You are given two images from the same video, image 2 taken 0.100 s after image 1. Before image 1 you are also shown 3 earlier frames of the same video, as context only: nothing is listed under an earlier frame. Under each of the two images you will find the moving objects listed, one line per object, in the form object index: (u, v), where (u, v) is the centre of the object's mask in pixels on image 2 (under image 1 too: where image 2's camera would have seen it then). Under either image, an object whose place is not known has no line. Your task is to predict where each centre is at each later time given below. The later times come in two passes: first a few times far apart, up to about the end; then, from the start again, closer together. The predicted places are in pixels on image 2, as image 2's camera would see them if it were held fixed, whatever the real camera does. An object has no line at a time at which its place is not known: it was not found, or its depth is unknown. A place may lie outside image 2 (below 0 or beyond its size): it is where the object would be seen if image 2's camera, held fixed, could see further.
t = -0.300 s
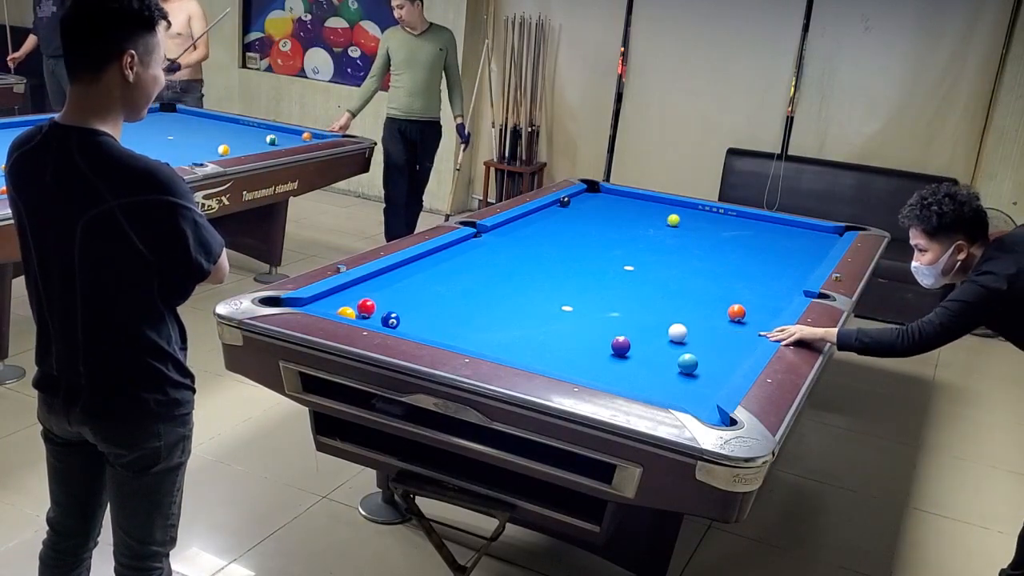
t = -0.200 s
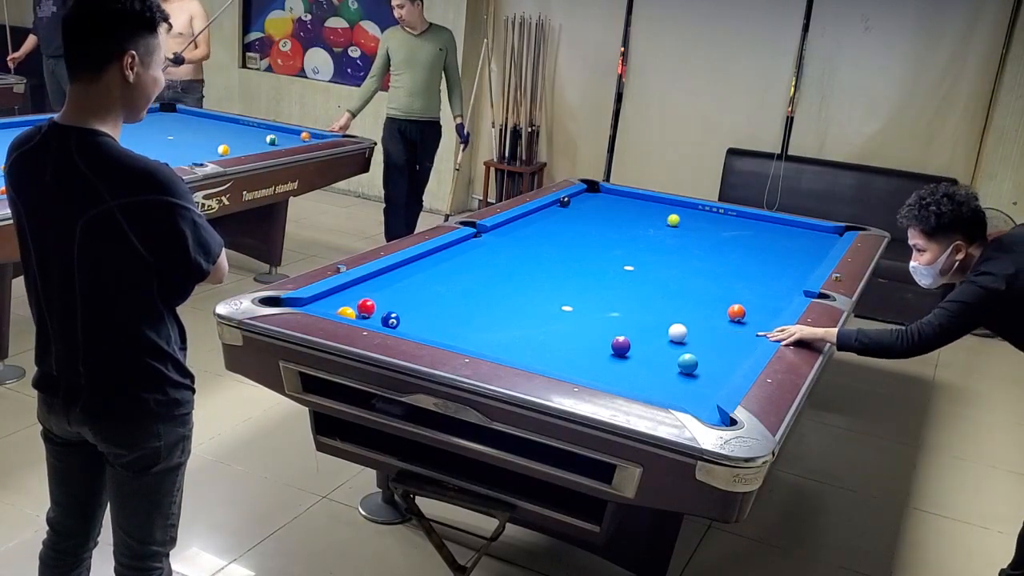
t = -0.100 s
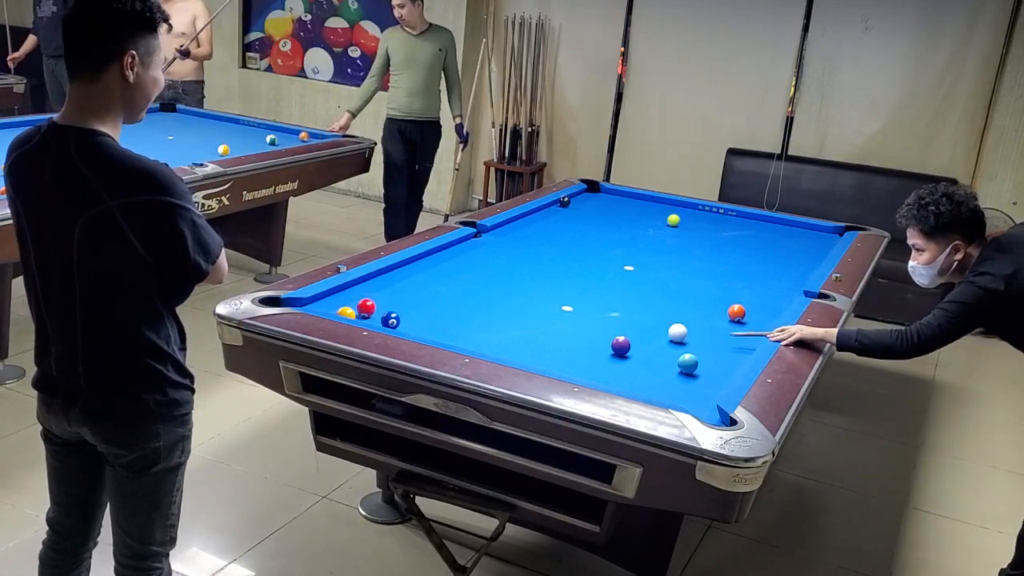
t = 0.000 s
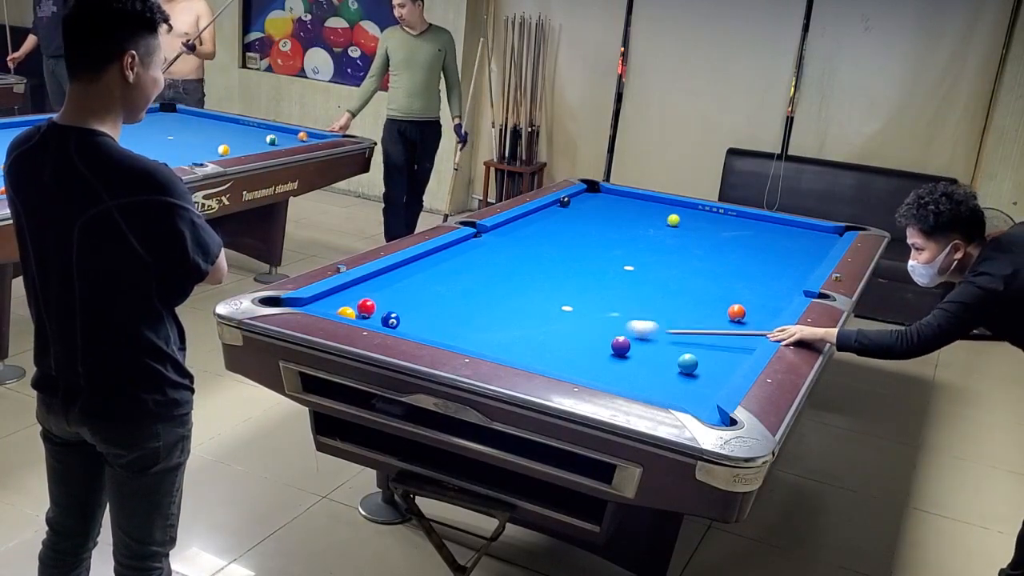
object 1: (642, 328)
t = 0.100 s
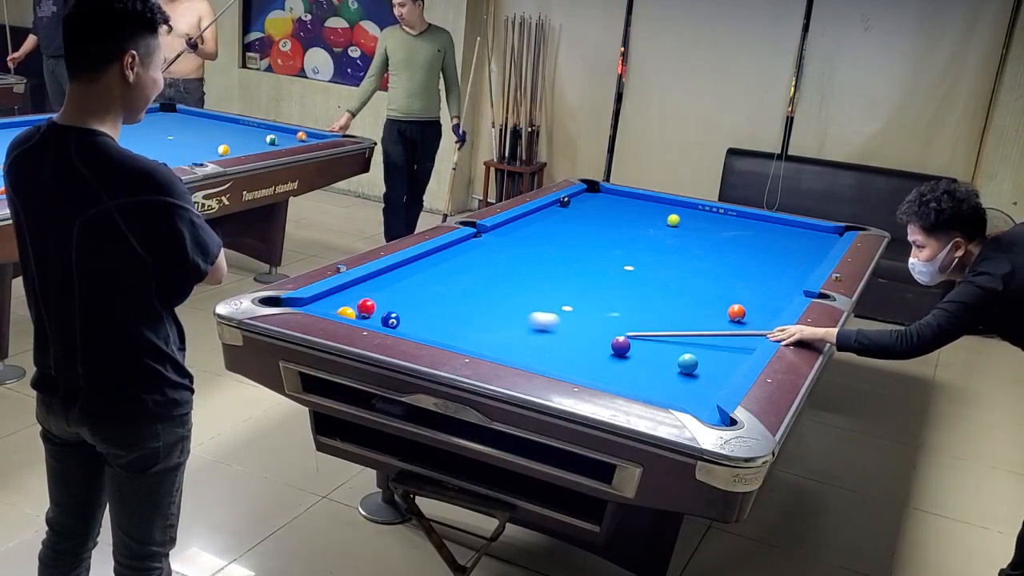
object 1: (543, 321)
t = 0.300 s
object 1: (383, 306)
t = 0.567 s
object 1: (354, 294)
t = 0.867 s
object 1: (364, 294)
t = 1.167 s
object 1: (391, 299)
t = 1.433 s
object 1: (414, 303)
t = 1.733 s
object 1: (438, 307)
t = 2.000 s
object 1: (457, 310)
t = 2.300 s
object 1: (478, 314)
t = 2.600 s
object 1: (497, 318)
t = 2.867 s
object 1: (512, 320)
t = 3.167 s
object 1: (528, 323)
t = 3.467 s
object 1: (542, 325)
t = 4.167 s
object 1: (570, 329)
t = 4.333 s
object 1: (572, 330)
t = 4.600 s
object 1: (577, 331)
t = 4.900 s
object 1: (582, 332)
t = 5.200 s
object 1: (584, 332)
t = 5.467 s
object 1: (584, 332)
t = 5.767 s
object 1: (584, 333)
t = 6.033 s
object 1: (584, 333)
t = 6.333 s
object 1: (584, 332)
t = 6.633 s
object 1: (584, 332)
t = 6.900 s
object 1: (584, 332)
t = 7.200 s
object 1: (584, 332)
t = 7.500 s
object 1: (584, 332)
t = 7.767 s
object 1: (584, 332)
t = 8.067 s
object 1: (584, 332)
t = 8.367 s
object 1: (584, 332)
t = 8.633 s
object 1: (584, 332)
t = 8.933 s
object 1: (584, 332)
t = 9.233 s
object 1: (584, 332)
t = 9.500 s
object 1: (584, 332)
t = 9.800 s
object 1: (584, 332)
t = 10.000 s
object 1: (584, 332)
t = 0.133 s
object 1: (512, 318)
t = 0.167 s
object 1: (482, 316)
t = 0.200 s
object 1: (453, 313)
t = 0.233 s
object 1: (424, 311)
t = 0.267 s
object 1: (396, 307)
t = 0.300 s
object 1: (383, 306)
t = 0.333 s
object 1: (382, 305)
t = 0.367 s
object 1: (380, 304)
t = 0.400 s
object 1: (377, 302)
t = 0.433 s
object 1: (374, 300)
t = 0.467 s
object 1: (369, 298)
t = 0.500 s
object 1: (364, 297)
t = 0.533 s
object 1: (359, 296)
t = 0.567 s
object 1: (354, 294)
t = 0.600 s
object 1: (348, 292)
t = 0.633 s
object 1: (343, 291)
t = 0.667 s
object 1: (345, 291)
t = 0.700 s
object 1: (348, 292)
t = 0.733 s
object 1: (352, 292)
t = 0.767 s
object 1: (355, 293)
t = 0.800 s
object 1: (358, 293)
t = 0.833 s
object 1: (361, 294)
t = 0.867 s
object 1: (364, 294)
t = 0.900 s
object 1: (367, 295)
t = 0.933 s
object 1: (370, 295)
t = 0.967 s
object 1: (373, 296)
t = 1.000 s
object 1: (376, 296)
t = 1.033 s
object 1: (380, 297)
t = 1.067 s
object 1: (383, 297)
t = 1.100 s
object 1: (385, 298)
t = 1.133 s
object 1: (388, 298)
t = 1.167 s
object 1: (391, 299)
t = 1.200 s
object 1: (394, 299)
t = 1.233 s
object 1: (397, 300)
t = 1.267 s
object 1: (400, 300)
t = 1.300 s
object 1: (403, 301)
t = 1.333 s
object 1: (406, 301)
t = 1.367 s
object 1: (409, 302)
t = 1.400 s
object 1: (411, 302)
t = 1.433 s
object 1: (414, 303)
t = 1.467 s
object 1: (417, 303)
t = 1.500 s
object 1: (419, 304)
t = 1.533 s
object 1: (422, 304)
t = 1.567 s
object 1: (425, 305)
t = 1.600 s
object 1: (428, 305)
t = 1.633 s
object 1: (430, 306)
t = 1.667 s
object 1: (433, 306)
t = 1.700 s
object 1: (435, 306)
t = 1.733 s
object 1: (438, 307)
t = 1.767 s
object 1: (440, 307)
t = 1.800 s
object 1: (443, 308)
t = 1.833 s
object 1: (445, 308)
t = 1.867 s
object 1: (448, 309)
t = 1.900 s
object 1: (450, 309)
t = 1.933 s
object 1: (453, 310)
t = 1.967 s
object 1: (455, 310)
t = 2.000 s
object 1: (457, 310)
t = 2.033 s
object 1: (460, 311)
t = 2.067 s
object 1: (462, 311)
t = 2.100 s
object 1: (465, 312)
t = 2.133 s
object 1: (467, 312)
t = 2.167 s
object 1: (469, 313)
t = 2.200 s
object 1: (471, 313)
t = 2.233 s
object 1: (474, 313)
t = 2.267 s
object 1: (476, 314)
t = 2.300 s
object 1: (478, 314)
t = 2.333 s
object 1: (480, 315)
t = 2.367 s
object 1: (482, 315)
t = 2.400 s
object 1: (484, 315)
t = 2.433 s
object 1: (487, 316)
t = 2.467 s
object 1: (489, 316)
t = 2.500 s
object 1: (491, 317)
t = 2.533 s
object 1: (493, 317)
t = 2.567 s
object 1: (495, 317)
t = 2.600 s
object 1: (497, 318)
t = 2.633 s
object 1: (499, 318)
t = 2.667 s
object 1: (501, 318)
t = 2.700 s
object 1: (503, 318)
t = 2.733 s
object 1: (505, 319)
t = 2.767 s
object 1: (507, 319)
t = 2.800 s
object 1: (509, 319)
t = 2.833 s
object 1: (511, 320)
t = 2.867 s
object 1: (512, 320)
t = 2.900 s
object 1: (514, 320)
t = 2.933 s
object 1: (516, 321)
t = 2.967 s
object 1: (518, 321)
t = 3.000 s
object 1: (520, 321)
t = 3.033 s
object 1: (522, 322)
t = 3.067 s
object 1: (523, 322)
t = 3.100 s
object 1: (525, 322)
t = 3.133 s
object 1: (527, 322)
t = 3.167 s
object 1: (528, 323)
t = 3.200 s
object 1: (530, 323)
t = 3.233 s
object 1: (531, 323)
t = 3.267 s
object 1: (533, 323)
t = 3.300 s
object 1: (534, 324)
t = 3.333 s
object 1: (536, 324)
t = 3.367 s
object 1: (537, 324)
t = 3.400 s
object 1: (539, 324)
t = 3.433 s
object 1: (540, 325)
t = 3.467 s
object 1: (542, 325)
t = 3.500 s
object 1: (543, 325)
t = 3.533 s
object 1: (545, 325)
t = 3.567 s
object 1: (546, 325)
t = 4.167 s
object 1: (570, 329)
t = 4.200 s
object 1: (569, 329)
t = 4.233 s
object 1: (570, 329)
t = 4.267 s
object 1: (570, 330)
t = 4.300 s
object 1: (571, 330)
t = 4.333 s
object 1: (572, 330)
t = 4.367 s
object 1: (572, 330)
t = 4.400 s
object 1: (573, 330)
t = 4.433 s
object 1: (574, 330)
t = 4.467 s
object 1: (575, 330)
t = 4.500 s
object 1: (575, 330)
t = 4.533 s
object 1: (576, 331)
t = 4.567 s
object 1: (576, 331)
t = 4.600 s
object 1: (577, 331)
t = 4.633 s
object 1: (578, 331)
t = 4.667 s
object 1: (578, 331)
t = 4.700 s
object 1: (579, 331)
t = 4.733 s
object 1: (579, 331)
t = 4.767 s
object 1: (580, 331)
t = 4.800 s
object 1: (580, 332)
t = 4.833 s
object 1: (581, 332)
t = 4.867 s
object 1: (581, 332)
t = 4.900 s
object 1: (582, 332)
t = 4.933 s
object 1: (582, 332)
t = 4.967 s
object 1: (582, 332)
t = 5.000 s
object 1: (582, 332)
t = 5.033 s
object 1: (583, 332)
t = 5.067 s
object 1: (583, 332)
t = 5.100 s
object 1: (583, 332)
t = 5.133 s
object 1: (583, 332)
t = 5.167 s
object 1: (583, 332)
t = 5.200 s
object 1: (584, 332)
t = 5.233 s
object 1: (584, 332)
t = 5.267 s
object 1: (584, 332)
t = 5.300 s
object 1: (584, 332)
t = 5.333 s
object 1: (584, 332)
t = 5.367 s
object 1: (584, 332)
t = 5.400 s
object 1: (584, 332)
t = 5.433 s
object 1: (584, 333)
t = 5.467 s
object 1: (584, 332)
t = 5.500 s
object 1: (584, 332)
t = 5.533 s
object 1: (584, 332)
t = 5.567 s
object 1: (584, 333)
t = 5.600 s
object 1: (584, 332)
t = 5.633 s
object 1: (584, 333)
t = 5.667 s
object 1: (584, 333)
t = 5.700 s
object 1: (584, 333)
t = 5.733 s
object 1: (584, 333)
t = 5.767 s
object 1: (584, 333)
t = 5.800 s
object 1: (584, 333)
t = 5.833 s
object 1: (584, 333)
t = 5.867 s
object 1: (584, 333)
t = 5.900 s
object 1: (584, 333)
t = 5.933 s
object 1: (584, 333)
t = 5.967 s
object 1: (584, 333)
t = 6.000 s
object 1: (584, 333)
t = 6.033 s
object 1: (584, 333)
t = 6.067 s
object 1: (584, 333)
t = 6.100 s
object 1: (584, 333)
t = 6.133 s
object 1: (584, 332)
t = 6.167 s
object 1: (584, 332)
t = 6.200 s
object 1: (584, 332)
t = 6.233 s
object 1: (584, 332)
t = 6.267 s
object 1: (584, 332)
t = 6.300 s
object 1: (584, 332)
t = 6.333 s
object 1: (584, 332)
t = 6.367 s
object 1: (584, 332)
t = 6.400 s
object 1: (584, 332)
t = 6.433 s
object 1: (584, 332)
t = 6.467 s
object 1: (584, 332)
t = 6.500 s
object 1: (584, 332)
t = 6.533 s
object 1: (584, 332)
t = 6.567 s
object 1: (584, 332)
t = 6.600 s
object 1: (584, 332)
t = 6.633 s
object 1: (584, 332)
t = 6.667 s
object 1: (584, 332)
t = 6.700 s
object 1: (584, 332)
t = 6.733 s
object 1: (584, 332)
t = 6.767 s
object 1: (584, 332)
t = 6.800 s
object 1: (584, 332)
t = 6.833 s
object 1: (584, 332)
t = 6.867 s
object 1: (584, 332)
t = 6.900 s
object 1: (584, 332)
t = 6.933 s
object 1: (584, 332)
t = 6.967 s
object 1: (584, 332)
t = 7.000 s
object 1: (584, 332)
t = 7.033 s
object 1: (584, 332)
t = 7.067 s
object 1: (584, 332)
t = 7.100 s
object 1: (584, 332)
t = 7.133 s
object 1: (584, 332)
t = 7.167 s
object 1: (584, 332)
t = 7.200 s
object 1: (584, 332)
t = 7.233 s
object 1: (584, 332)
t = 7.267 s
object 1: (584, 332)
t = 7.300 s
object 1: (584, 332)
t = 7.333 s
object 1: (584, 332)
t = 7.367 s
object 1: (584, 332)
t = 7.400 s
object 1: (584, 332)
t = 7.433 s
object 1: (584, 332)
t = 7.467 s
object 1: (584, 332)
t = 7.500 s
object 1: (584, 332)
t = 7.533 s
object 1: (584, 332)
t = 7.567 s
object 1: (584, 332)
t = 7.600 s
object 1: (584, 332)
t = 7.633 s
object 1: (584, 332)
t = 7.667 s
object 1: (584, 332)
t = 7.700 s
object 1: (584, 332)
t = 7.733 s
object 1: (584, 332)
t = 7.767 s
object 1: (584, 332)
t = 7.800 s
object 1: (584, 332)
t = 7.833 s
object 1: (584, 332)
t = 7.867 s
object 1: (584, 332)
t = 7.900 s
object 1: (584, 332)
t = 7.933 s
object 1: (584, 332)
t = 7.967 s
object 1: (584, 332)
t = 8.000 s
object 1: (584, 332)
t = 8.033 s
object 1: (584, 332)
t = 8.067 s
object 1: (584, 332)
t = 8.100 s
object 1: (584, 332)
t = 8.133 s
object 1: (584, 332)
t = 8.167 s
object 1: (584, 332)
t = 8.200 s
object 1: (584, 332)
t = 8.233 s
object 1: (584, 332)
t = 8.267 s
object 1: (584, 332)
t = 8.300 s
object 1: (584, 332)
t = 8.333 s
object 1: (584, 332)
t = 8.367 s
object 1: (584, 332)
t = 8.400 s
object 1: (584, 332)
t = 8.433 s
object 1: (584, 332)
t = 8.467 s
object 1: (584, 332)
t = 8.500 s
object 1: (584, 332)
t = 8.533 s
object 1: (584, 332)
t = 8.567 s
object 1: (584, 332)
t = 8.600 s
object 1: (584, 332)
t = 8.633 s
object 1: (584, 332)
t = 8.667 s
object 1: (584, 332)
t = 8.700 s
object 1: (584, 332)
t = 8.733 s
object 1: (584, 332)
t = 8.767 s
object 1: (584, 332)
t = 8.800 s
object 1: (584, 332)
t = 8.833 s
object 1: (584, 332)
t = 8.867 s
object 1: (584, 332)
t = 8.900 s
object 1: (584, 332)
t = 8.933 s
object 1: (584, 332)
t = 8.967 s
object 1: (584, 332)
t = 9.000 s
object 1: (584, 332)
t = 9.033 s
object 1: (584, 332)
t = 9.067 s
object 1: (584, 332)
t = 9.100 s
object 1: (584, 332)
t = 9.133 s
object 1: (584, 332)
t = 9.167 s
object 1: (584, 332)
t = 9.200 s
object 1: (584, 332)
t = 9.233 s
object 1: (584, 332)
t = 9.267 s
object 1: (584, 332)
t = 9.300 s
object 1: (584, 332)
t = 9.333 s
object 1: (584, 332)
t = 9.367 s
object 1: (584, 332)
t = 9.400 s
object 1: (584, 332)
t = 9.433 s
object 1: (584, 332)
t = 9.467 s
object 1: (584, 332)
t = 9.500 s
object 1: (584, 332)
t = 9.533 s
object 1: (584, 332)
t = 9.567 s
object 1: (584, 332)
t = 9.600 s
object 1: (584, 332)
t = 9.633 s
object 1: (583, 332)
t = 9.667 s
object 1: (584, 332)
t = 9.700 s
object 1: (584, 332)
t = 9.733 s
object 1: (584, 332)
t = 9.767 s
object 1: (584, 332)
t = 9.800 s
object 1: (584, 332)
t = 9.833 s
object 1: (584, 332)
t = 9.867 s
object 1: (584, 332)
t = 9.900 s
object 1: (584, 332)
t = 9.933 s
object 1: (584, 332)
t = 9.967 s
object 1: (584, 332)
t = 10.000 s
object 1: (584, 332)
